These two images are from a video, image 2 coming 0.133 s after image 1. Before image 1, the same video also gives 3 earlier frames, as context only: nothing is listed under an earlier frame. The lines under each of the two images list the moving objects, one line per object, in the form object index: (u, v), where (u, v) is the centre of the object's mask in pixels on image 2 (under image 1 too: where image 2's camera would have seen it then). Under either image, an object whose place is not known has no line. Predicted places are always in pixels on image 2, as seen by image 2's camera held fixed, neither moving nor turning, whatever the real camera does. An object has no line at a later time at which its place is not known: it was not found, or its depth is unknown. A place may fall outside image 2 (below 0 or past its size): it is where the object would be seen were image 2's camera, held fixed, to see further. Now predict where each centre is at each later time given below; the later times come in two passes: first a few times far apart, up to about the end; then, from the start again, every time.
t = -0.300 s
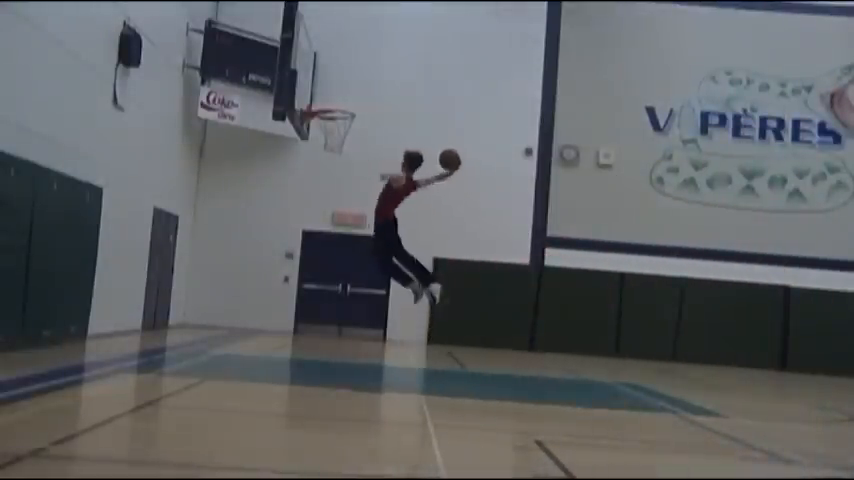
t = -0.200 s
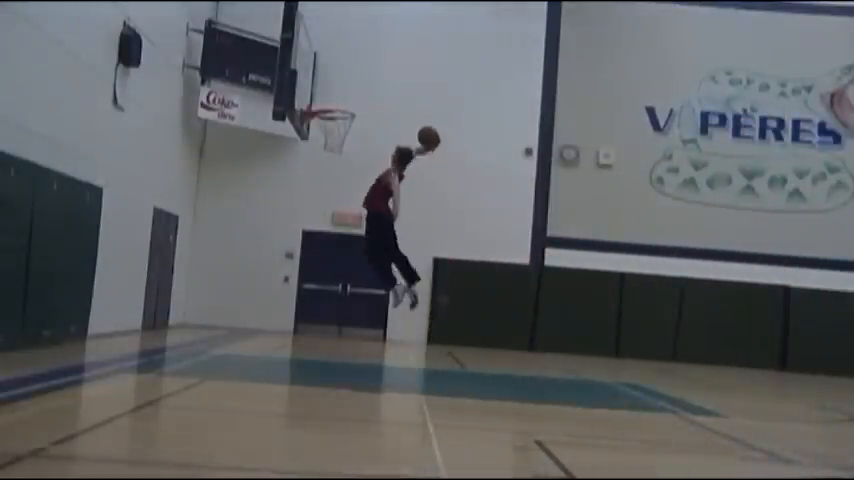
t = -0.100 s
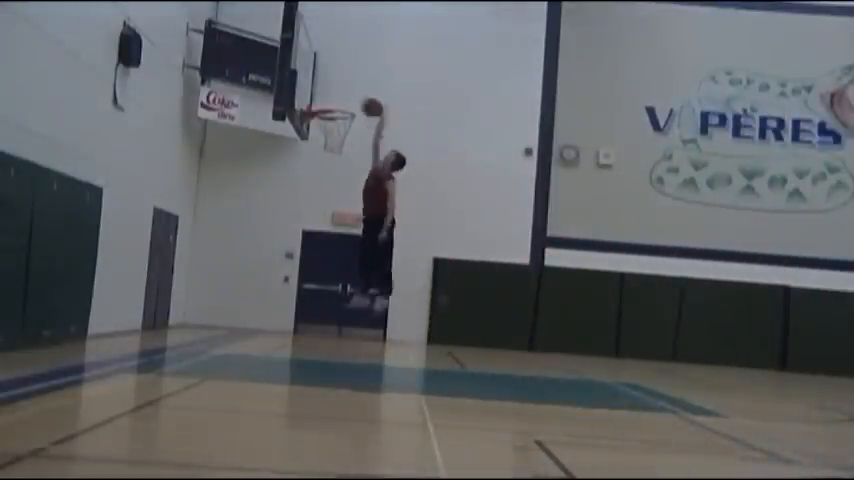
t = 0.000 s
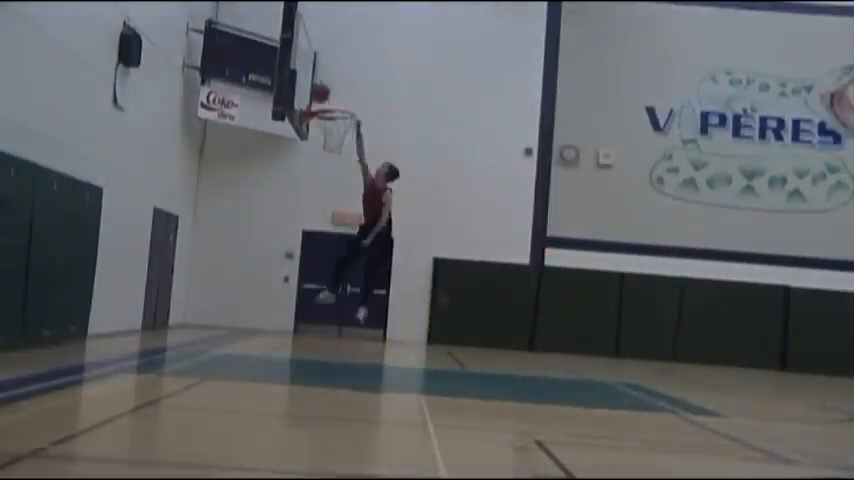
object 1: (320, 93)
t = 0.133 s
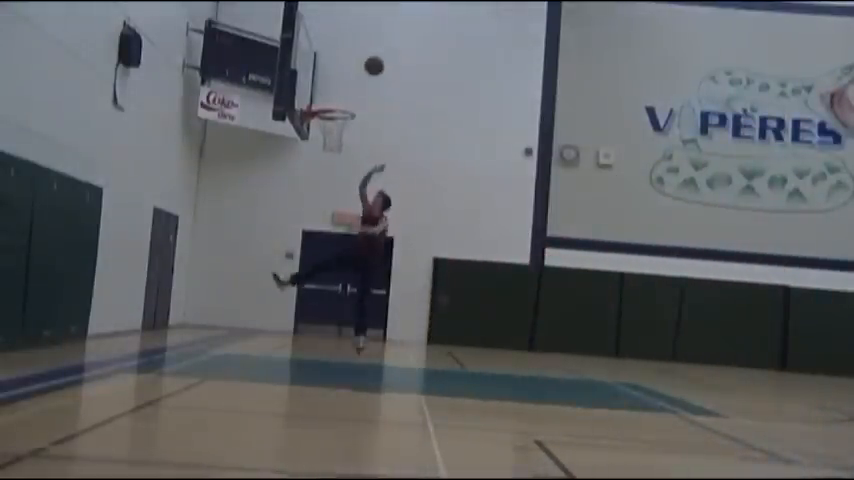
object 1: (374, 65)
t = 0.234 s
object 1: (412, 55)
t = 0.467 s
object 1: (497, 60)
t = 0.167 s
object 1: (387, 61)
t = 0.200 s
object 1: (400, 57)
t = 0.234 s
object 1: (412, 55)
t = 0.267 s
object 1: (425, 53)
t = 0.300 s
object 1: (437, 52)
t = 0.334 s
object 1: (449, 52)
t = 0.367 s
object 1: (461, 53)
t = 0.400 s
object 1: (473, 54)
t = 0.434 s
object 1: (485, 57)
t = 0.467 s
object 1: (497, 60)
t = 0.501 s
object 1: (508, 64)
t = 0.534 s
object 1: (519, 69)
